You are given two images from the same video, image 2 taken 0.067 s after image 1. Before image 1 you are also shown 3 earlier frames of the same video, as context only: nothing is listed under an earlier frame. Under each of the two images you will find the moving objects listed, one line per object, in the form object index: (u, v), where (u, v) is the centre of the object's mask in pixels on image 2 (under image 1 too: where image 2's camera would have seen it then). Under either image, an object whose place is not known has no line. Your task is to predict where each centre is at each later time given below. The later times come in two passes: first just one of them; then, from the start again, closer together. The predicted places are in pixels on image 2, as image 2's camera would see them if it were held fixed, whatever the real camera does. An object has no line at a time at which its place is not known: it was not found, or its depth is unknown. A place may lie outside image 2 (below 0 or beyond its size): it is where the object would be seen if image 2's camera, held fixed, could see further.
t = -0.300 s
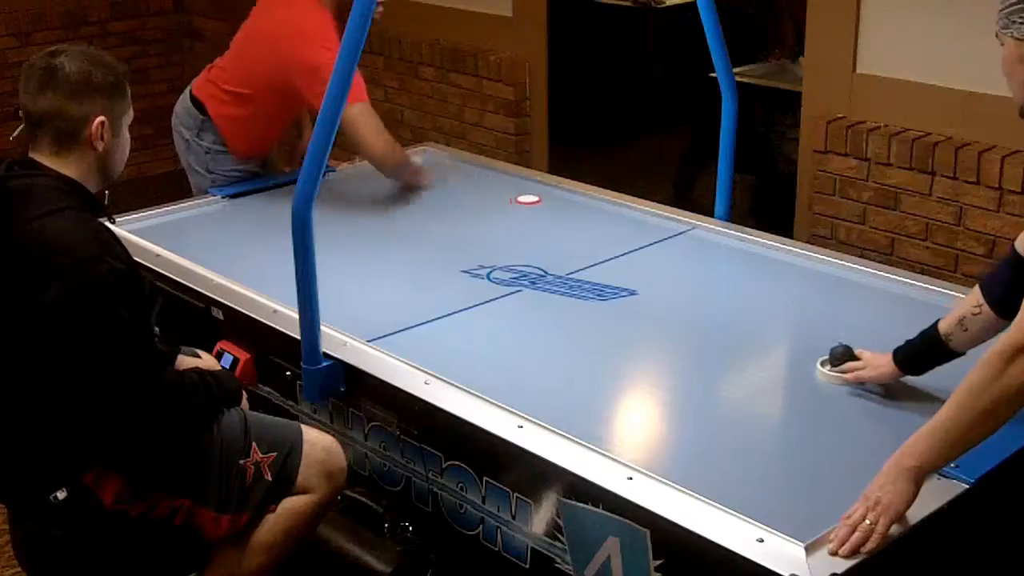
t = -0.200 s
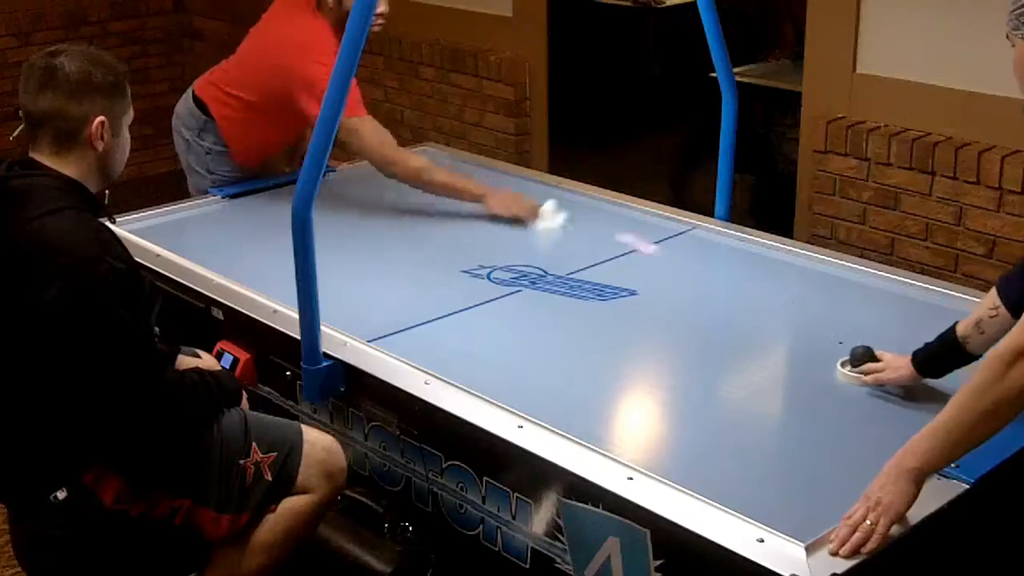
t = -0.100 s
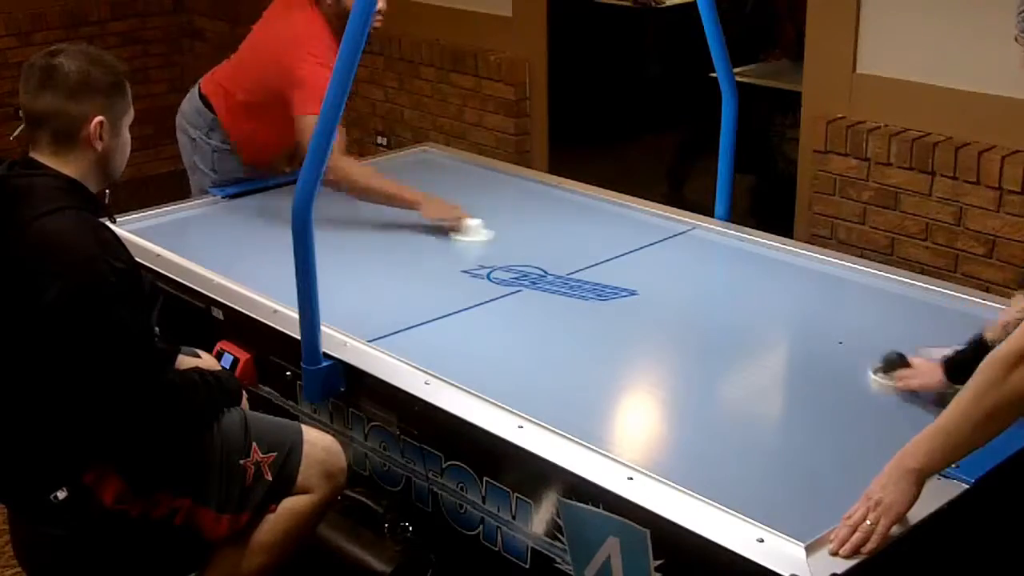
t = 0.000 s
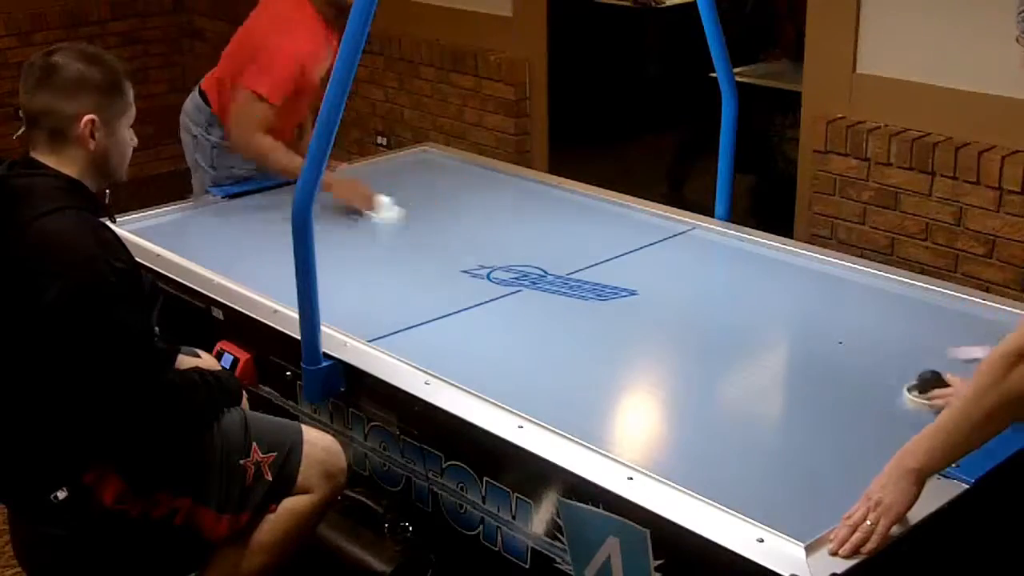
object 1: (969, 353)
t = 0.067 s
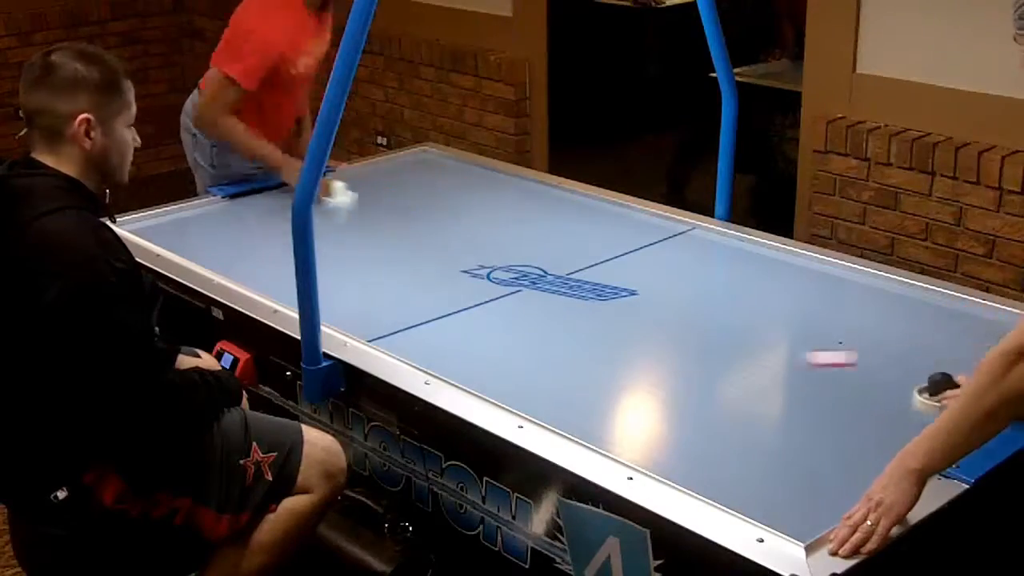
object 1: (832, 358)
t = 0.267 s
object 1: (436, 355)
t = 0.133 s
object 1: (685, 362)
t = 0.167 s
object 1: (612, 363)
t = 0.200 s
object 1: (540, 364)
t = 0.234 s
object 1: (469, 365)
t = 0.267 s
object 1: (436, 355)
